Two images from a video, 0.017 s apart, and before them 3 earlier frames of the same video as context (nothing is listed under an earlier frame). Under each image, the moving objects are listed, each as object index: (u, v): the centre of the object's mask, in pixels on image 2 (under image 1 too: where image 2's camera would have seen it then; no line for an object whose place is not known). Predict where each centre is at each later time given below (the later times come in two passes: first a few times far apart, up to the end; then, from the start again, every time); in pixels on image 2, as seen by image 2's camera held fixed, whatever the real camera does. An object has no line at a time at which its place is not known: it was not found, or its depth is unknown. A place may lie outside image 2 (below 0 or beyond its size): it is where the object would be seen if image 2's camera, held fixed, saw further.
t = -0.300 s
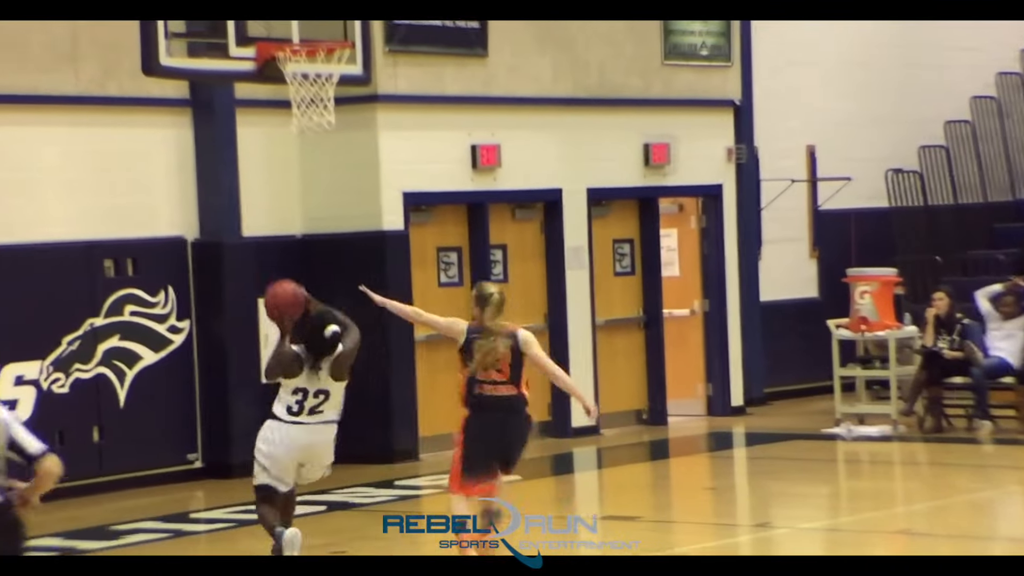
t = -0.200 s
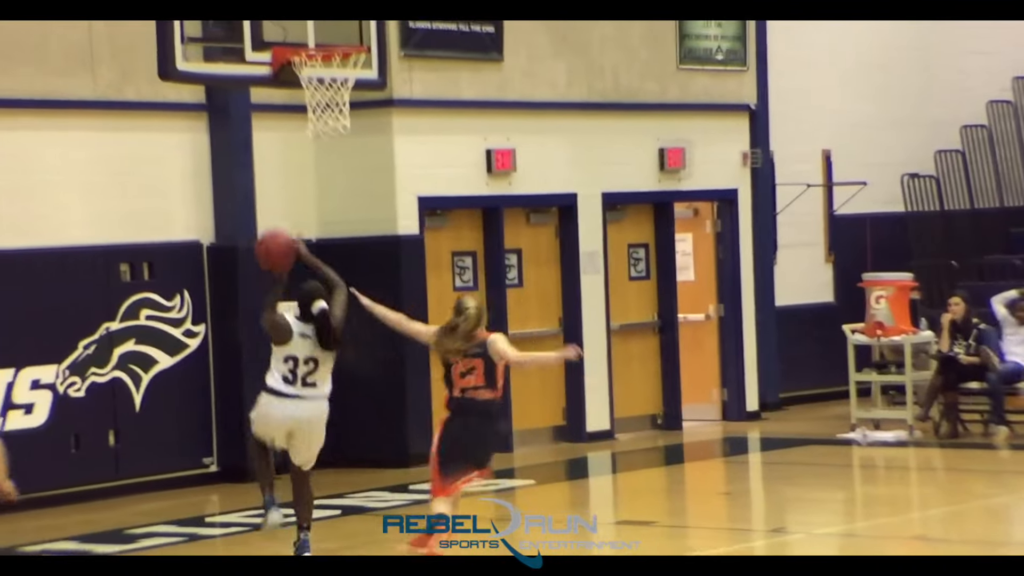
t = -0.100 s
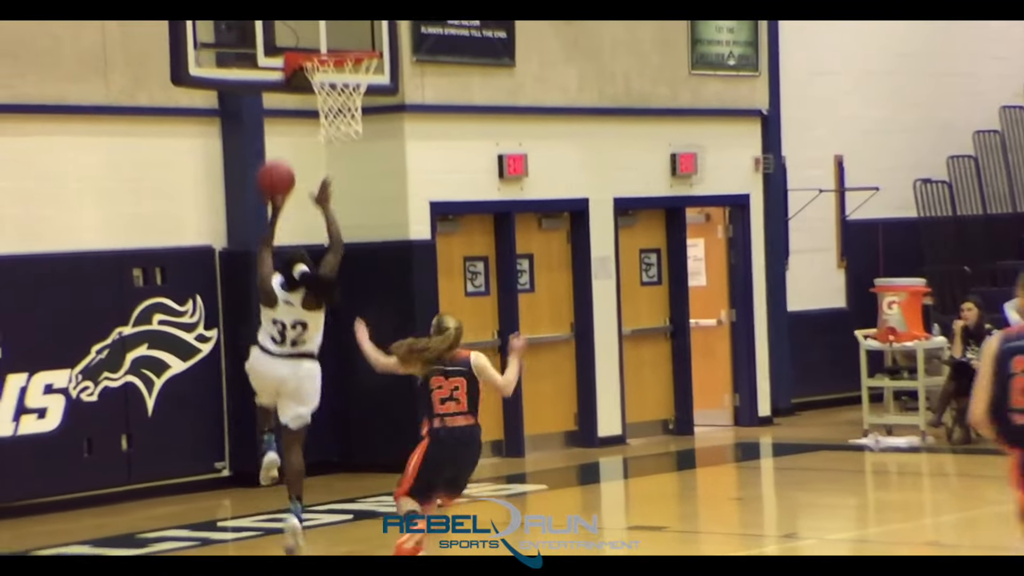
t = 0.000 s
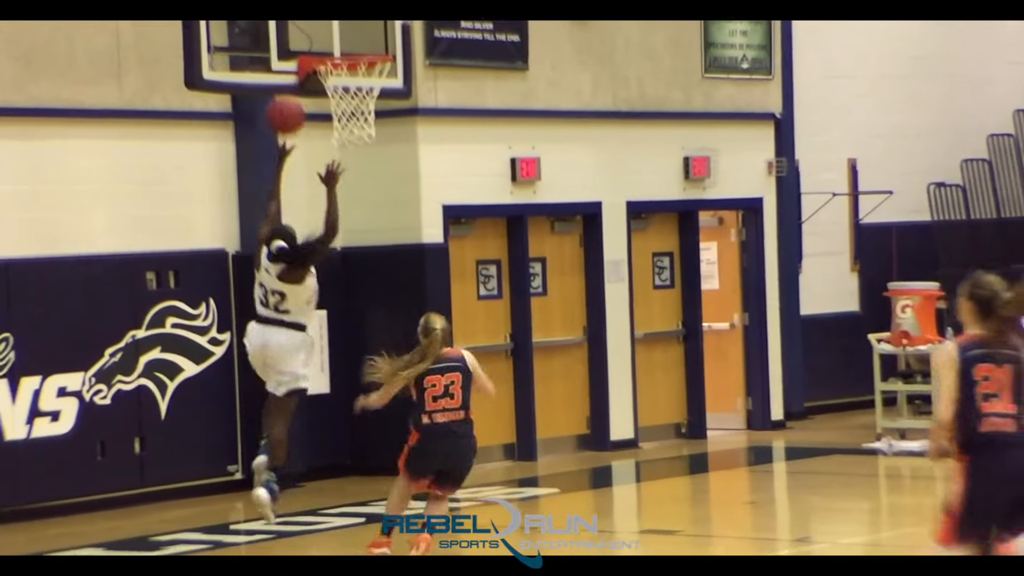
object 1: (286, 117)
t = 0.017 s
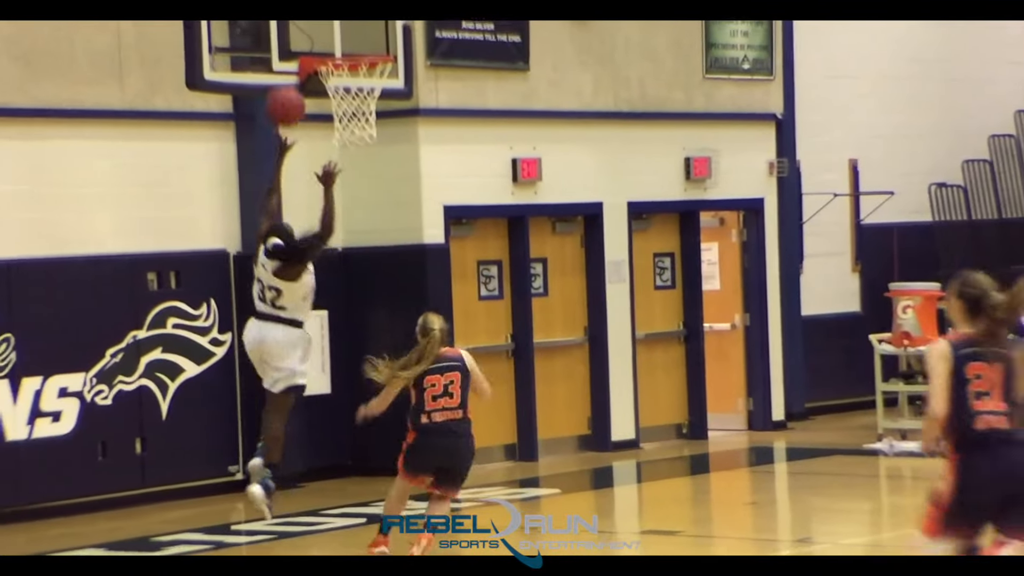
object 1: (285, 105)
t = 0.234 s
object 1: (282, 31)
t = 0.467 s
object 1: (338, 41)
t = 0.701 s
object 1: (378, 124)
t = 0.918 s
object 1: (379, 201)
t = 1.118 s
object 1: (381, 346)
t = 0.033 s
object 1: (285, 100)
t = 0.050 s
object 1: (286, 88)
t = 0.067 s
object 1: (285, 81)
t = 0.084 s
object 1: (285, 75)
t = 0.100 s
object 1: (285, 67)
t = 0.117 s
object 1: (284, 60)
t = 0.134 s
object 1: (283, 55)
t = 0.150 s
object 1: (283, 48)
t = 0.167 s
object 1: (283, 44)
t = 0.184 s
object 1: (283, 40)
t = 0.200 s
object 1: (282, 36)
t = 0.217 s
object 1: (281, 33)
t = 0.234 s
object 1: (282, 31)
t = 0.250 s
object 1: (286, 30)
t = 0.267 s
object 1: (291, 29)
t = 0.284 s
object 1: (294, 28)
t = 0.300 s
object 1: (299, 28)
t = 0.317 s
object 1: (303, 28)
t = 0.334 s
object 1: (306, 28)
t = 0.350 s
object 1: (310, 29)
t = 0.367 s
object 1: (314, 29)
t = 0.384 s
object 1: (318, 30)
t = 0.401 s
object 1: (322, 31)
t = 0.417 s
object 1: (326, 33)
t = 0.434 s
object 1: (330, 35)
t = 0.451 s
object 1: (334, 37)
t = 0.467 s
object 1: (338, 41)
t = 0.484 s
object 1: (343, 44)
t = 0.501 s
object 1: (347, 46)
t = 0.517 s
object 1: (352, 53)
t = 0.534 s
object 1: (357, 62)
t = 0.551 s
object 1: (360, 68)
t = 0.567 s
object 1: (364, 78)
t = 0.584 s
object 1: (368, 81)
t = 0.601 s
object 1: (372, 87)
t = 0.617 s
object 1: (374, 93)
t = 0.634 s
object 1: (375, 97)
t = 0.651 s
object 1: (376, 101)
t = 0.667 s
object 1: (376, 105)
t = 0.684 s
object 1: (377, 123)
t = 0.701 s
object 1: (378, 124)
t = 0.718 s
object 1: (378, 126)
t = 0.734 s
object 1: (378, 128)
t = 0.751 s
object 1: (378, 132)
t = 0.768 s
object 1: (378, 135)
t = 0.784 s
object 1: (378, 140)
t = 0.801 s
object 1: (377, 145)
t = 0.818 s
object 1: (378, 152)
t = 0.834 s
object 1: (378, 159)
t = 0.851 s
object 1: (378, 167)
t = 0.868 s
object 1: (378, 175)
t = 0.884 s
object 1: (378, 184)
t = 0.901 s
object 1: (378, 193)
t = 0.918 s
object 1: (379, 201)
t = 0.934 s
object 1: (379, 211)
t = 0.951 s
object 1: (379, 221)
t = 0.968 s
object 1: (380, 232)
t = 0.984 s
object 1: (380, 244)
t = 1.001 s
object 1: (381, 257)
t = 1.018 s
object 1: (381, 269)
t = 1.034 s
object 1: (381, 280)
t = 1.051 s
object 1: (382, 293)
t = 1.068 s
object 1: (382, 306)
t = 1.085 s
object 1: (383, 320)
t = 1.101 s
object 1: (383, 334)
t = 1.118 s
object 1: (381, 346)
